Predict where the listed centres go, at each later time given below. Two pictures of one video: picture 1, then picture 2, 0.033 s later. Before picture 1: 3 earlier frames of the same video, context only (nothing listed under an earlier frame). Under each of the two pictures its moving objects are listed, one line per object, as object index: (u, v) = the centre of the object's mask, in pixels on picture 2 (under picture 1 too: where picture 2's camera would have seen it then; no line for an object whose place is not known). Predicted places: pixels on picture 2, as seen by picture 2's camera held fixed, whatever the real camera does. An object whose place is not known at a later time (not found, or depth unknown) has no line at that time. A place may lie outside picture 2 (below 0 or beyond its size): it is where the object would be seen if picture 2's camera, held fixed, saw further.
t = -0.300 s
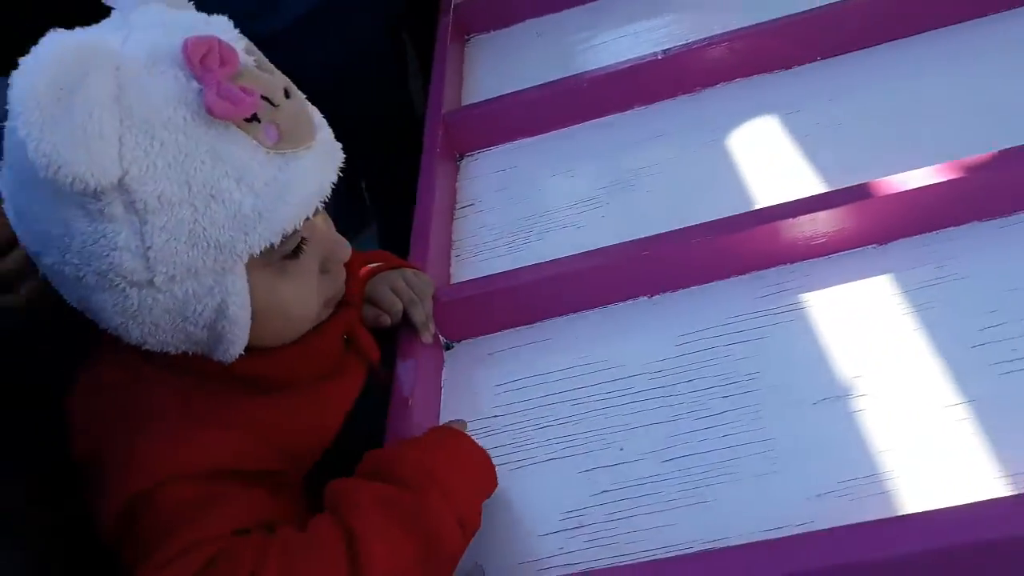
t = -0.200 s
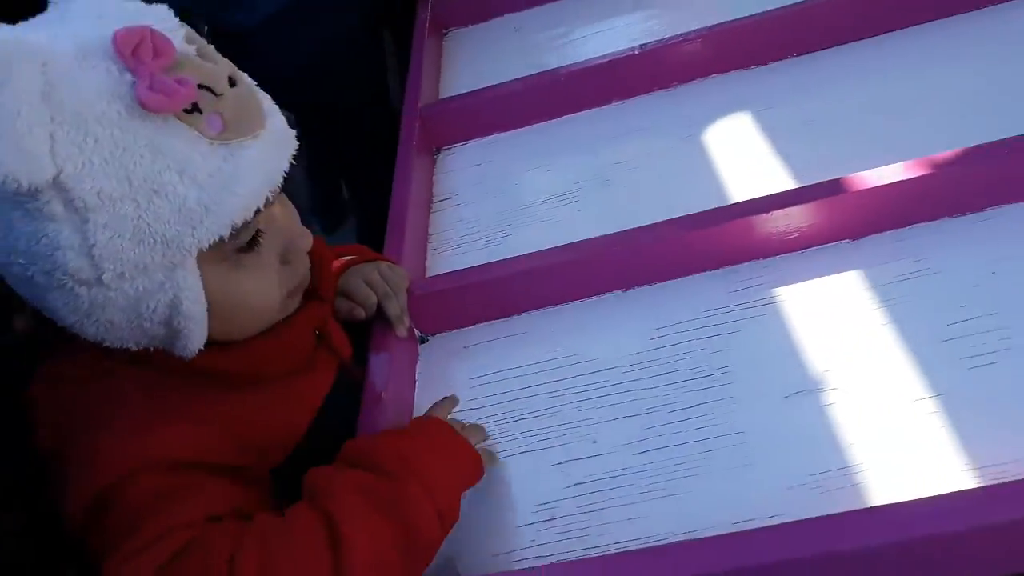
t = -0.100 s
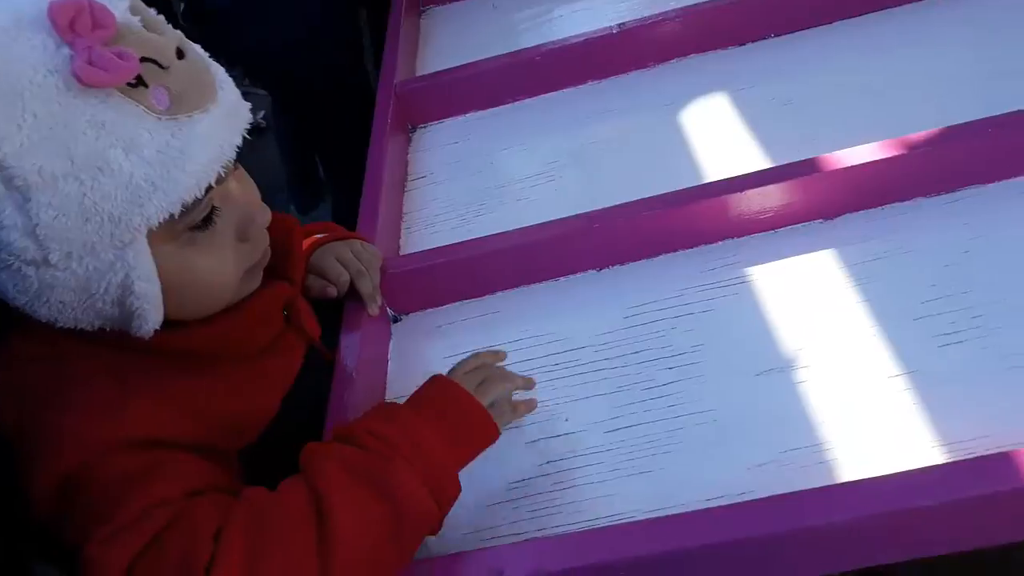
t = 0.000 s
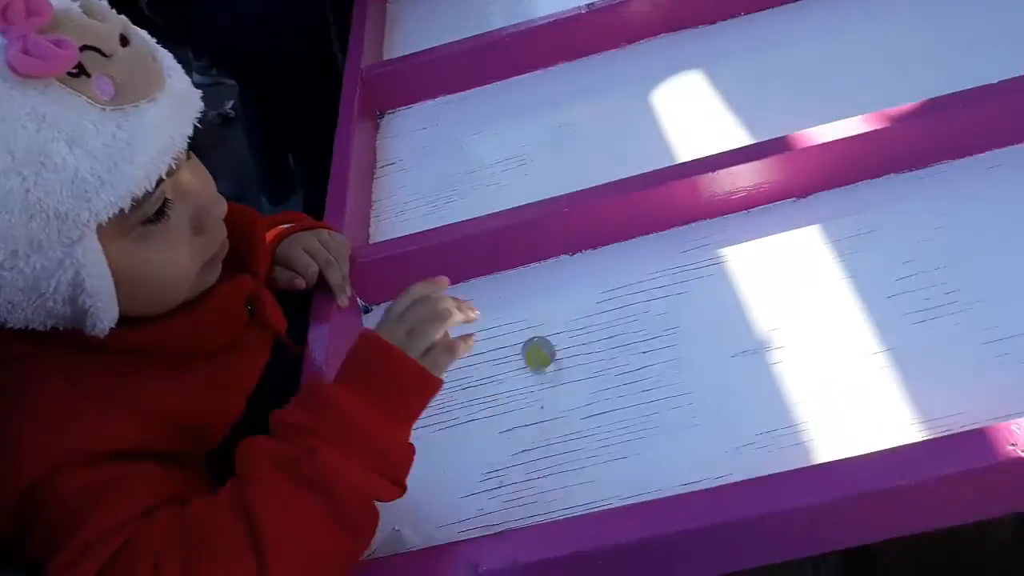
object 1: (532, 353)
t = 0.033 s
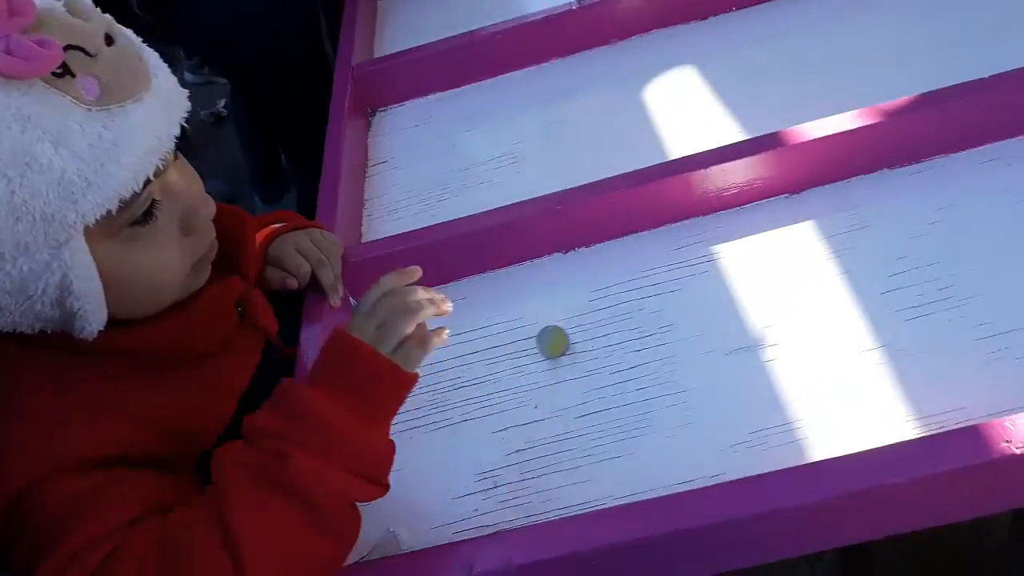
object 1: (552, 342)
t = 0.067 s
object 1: (574, 333)
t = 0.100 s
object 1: (594, 323)
